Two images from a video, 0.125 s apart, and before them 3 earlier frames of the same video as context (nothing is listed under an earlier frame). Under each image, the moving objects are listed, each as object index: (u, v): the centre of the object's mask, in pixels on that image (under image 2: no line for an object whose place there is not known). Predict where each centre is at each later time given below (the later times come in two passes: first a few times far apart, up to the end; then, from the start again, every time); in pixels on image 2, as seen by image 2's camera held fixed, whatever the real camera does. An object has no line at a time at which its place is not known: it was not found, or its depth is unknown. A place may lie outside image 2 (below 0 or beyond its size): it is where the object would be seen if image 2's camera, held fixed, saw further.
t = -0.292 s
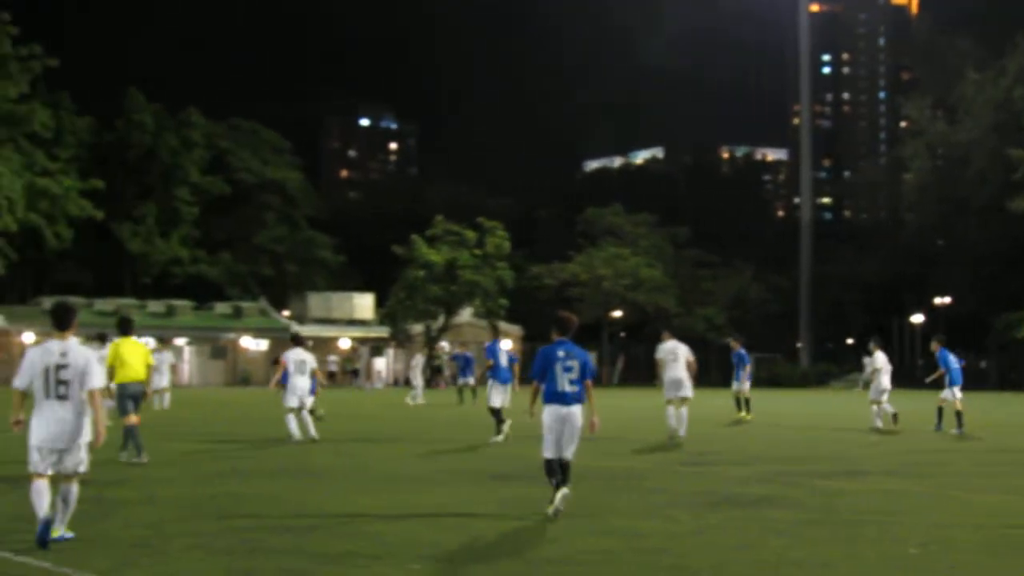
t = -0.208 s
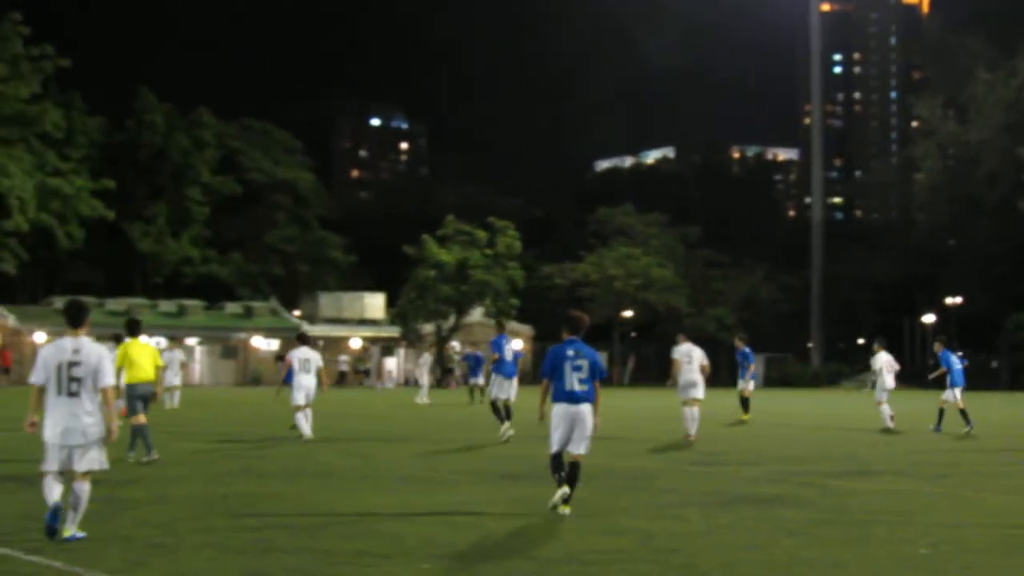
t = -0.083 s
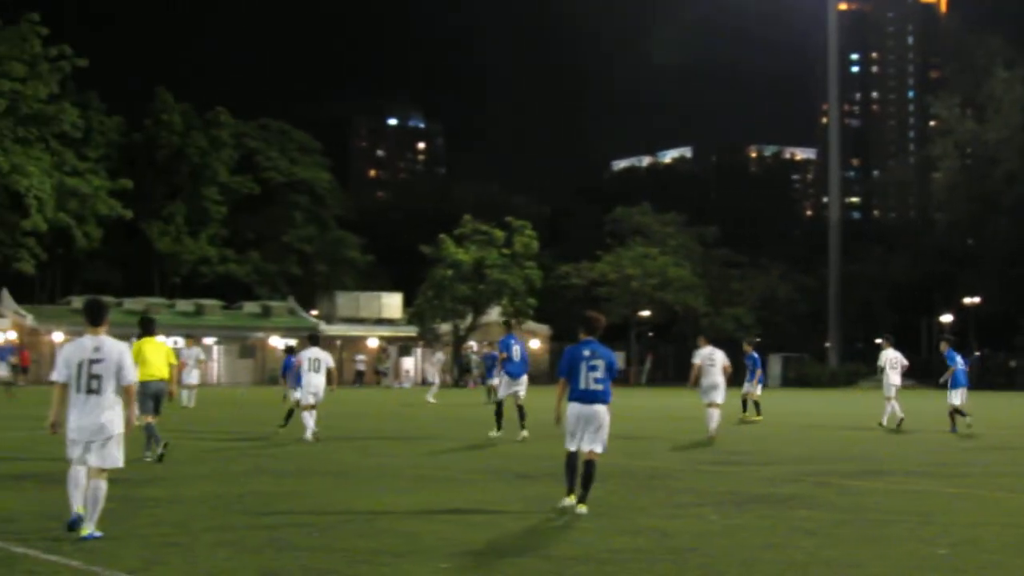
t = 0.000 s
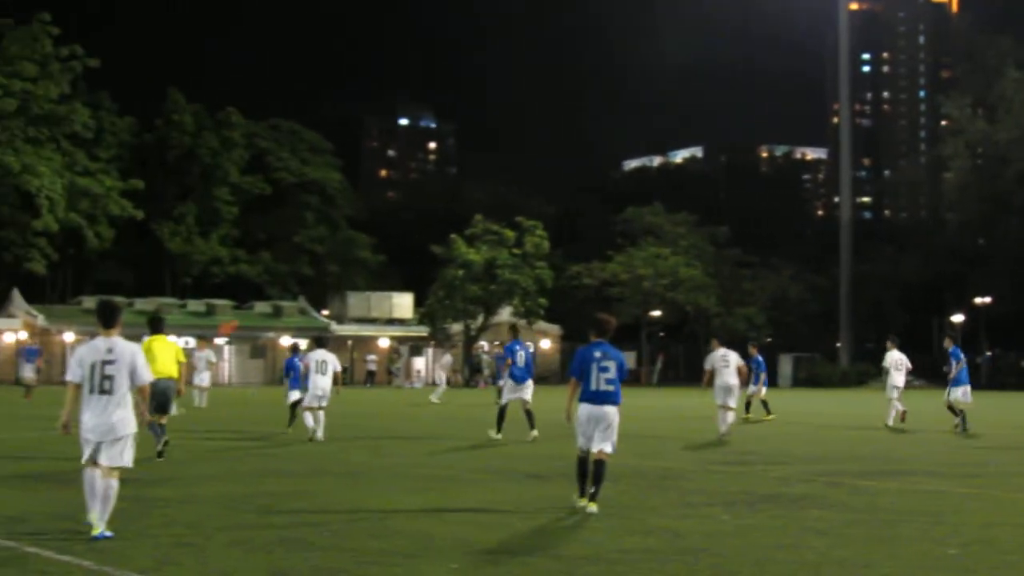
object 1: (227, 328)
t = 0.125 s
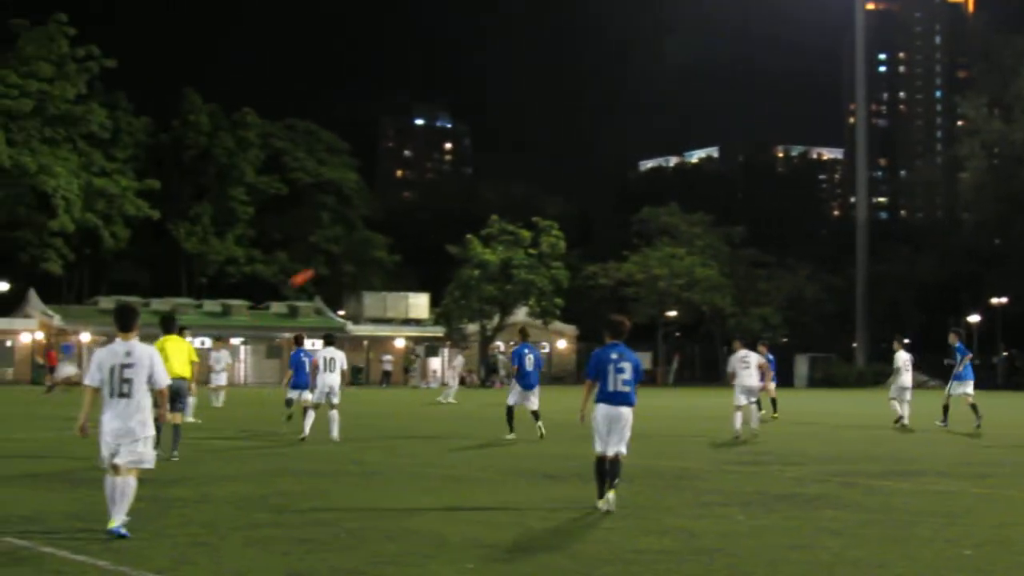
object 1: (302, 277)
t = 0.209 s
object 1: (341, 248)
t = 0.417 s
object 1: (438, 192)
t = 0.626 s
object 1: (534, 161)
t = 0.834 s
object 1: (631, 155)
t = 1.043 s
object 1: (727, 173)
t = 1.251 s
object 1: (826, 216)
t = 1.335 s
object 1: (866, 240)
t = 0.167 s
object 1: (321, 262)
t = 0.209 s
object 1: (341, 248)
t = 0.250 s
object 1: (360, 235)
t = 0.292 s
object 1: (381, 223)
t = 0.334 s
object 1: (400, 212)
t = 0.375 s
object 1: (418, 202)
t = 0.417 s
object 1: (438, 192)
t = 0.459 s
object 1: (458, 184)
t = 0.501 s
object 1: (477, 177)
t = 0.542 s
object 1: (496, 171)
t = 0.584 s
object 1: (515, 166)
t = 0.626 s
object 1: (534, 161)
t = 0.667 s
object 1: (555, 159)
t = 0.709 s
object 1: (574, 157)
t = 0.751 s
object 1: (593, 155)
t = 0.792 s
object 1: (612, 155)
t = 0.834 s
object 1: (631, 155)
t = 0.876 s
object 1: (649, 156)
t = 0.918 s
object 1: (669, 159)
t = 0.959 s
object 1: (688, 163)
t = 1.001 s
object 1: (708, 168)
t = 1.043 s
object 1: (727, 173)
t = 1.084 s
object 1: (746, 180)
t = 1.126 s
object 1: (766, 187)
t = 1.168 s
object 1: (786, 195)
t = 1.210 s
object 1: (805, 205)
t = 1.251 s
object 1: (826, 216)
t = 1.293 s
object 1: (846, 228)
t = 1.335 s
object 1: (866, 240)
